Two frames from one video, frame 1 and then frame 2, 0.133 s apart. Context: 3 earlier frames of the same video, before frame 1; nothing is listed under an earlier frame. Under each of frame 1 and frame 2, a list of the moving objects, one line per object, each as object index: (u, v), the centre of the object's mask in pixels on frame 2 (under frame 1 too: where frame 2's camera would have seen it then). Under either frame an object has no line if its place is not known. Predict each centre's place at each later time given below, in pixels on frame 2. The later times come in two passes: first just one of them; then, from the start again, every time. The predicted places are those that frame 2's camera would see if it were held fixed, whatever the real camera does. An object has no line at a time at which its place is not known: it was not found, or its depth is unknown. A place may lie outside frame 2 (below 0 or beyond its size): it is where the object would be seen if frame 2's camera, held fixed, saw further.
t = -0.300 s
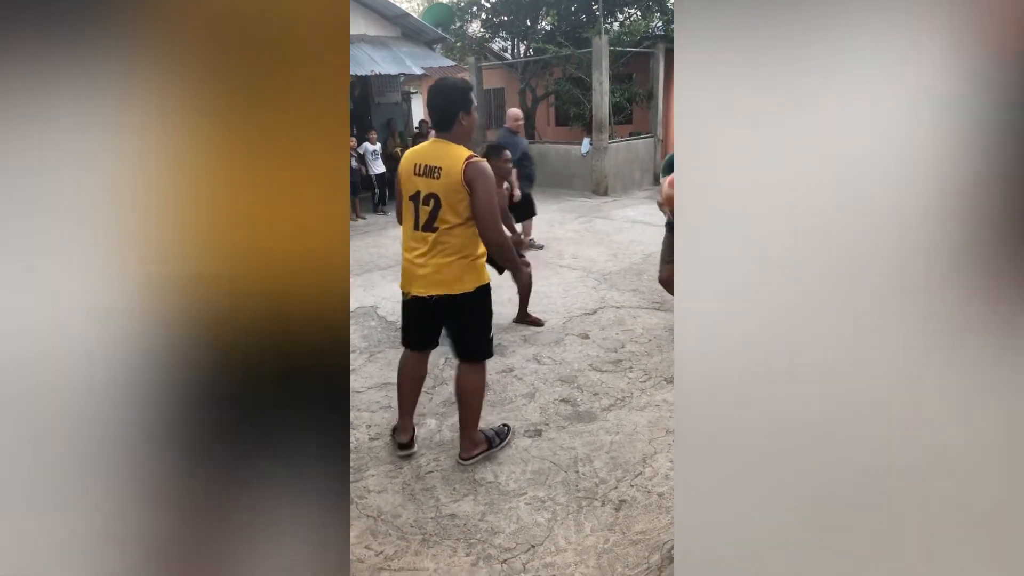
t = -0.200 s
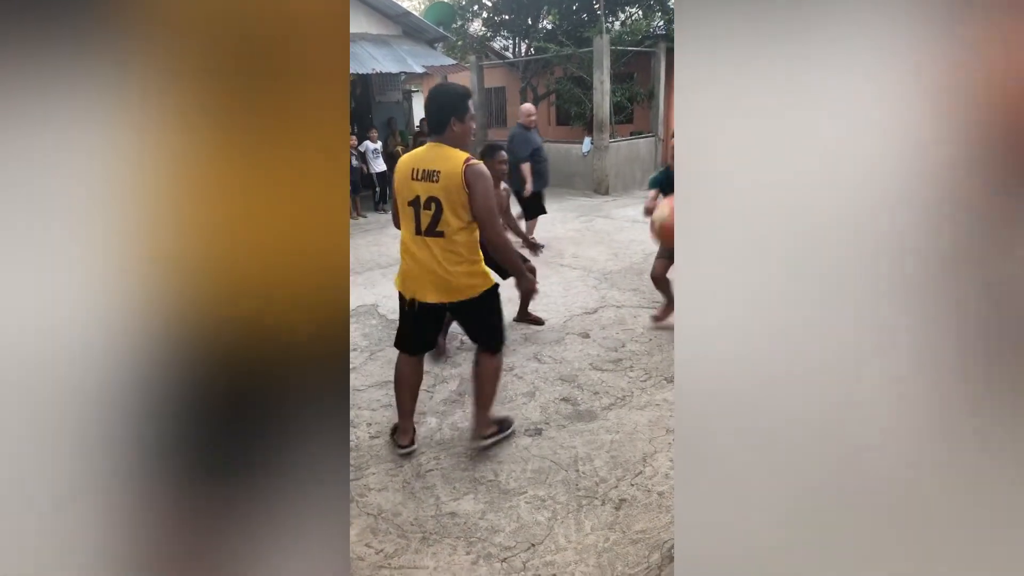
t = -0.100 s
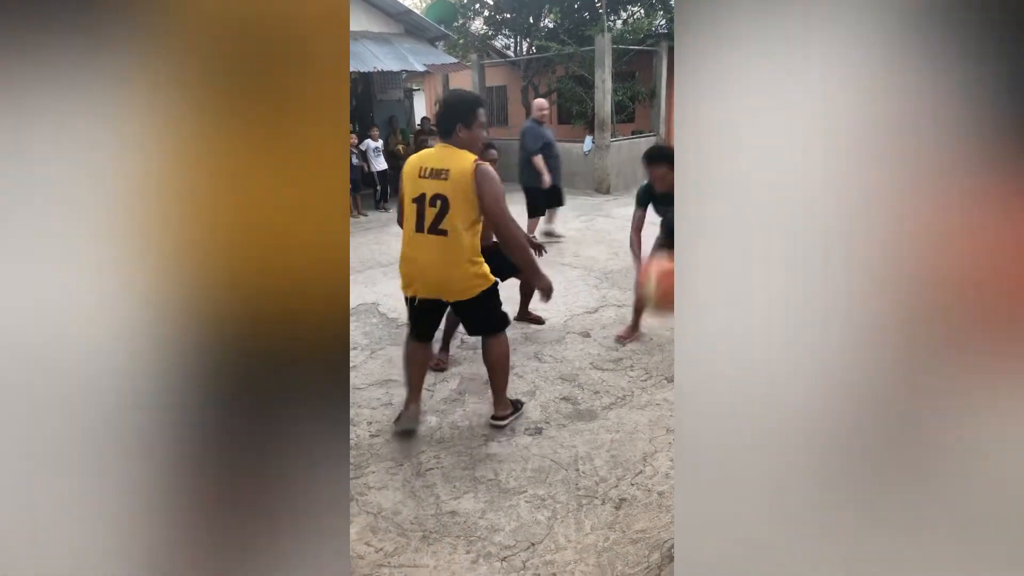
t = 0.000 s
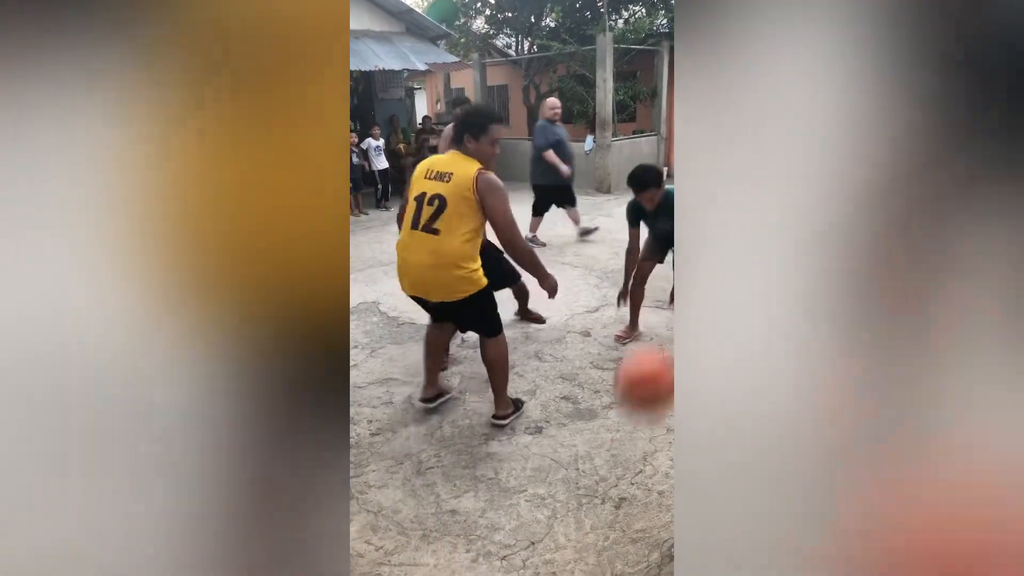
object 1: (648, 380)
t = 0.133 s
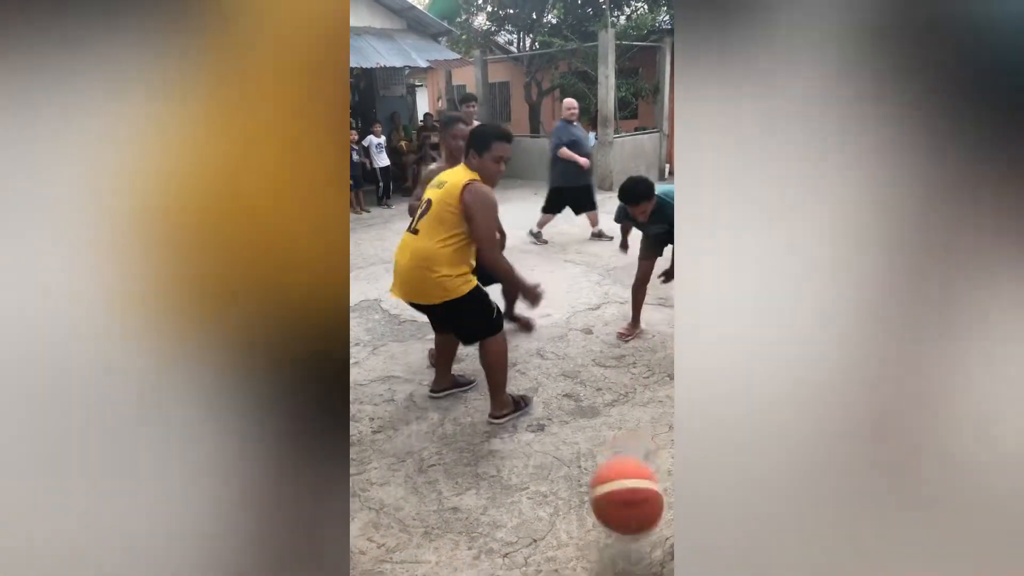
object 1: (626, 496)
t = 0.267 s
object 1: (621, 439)
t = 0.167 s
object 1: (626, 480)
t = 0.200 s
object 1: (624, 466)
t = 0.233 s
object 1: (622, 451)
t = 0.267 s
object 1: (621, 439)
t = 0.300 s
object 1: (620, 429)
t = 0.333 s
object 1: (617, 421)
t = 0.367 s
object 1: (615, 417)
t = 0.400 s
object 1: (612, 417)
